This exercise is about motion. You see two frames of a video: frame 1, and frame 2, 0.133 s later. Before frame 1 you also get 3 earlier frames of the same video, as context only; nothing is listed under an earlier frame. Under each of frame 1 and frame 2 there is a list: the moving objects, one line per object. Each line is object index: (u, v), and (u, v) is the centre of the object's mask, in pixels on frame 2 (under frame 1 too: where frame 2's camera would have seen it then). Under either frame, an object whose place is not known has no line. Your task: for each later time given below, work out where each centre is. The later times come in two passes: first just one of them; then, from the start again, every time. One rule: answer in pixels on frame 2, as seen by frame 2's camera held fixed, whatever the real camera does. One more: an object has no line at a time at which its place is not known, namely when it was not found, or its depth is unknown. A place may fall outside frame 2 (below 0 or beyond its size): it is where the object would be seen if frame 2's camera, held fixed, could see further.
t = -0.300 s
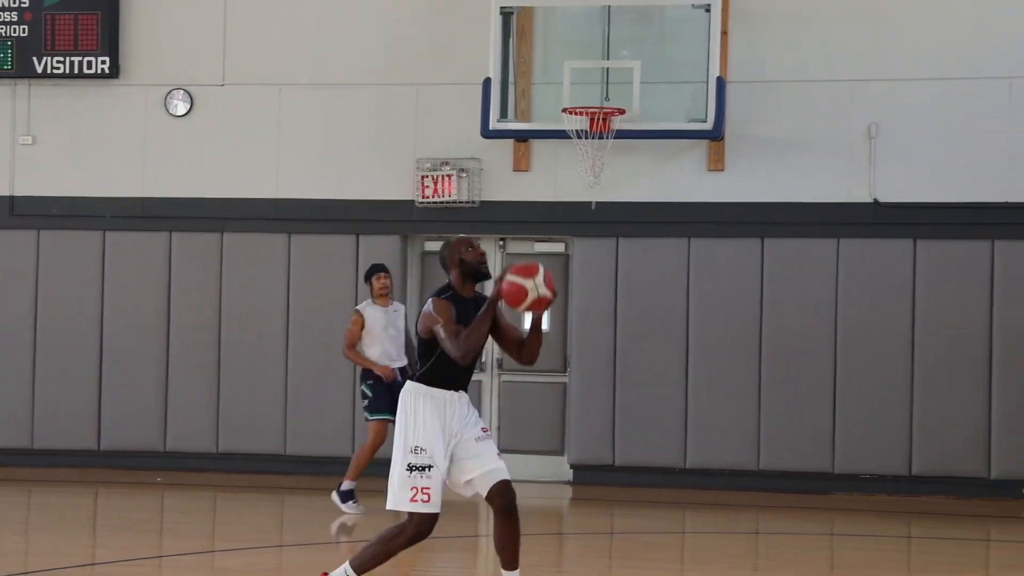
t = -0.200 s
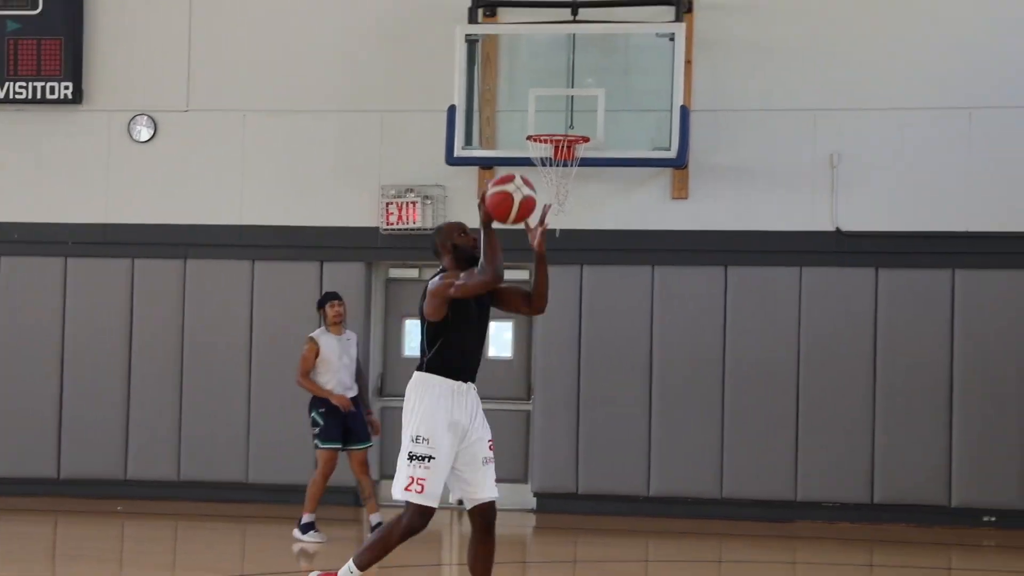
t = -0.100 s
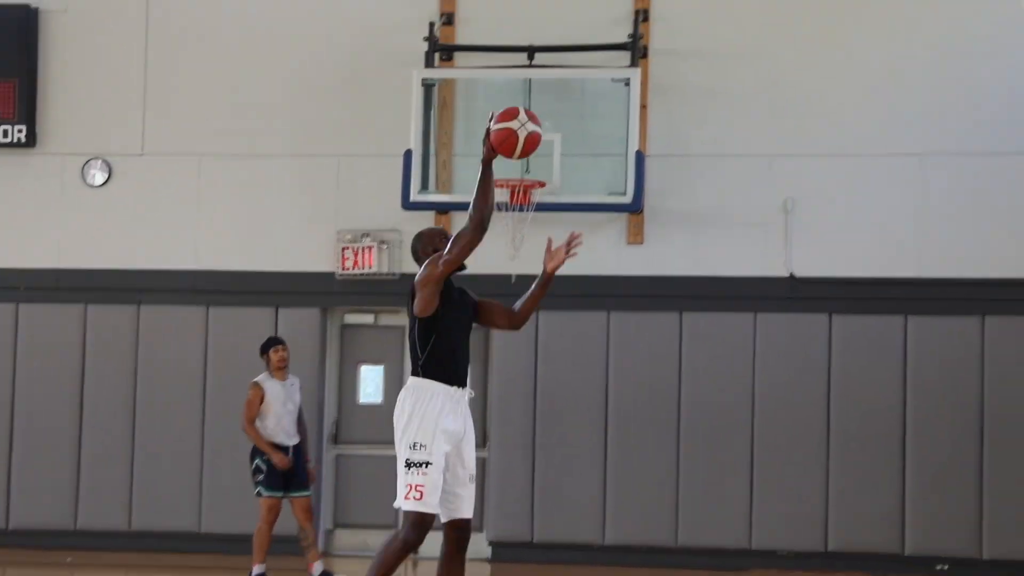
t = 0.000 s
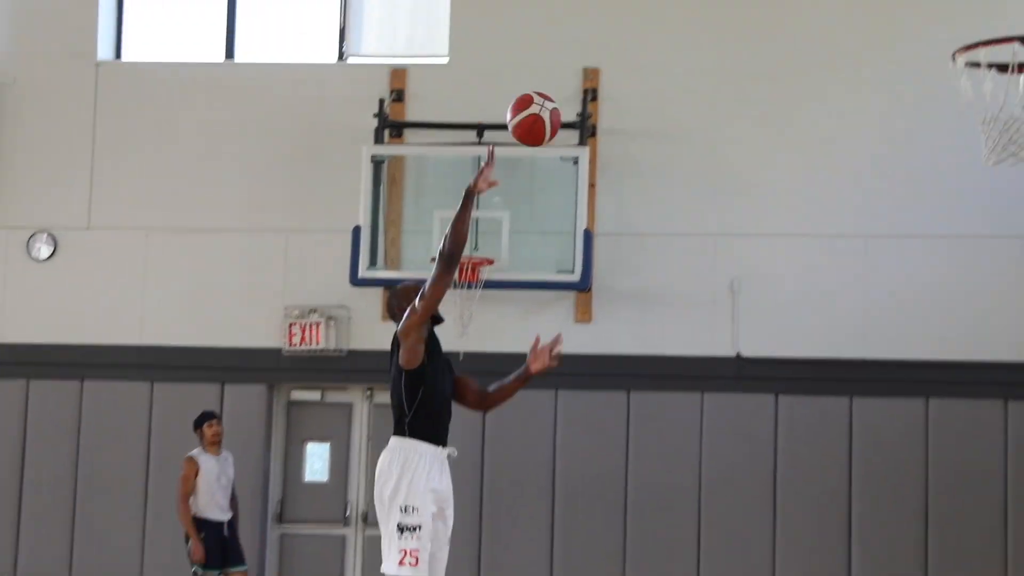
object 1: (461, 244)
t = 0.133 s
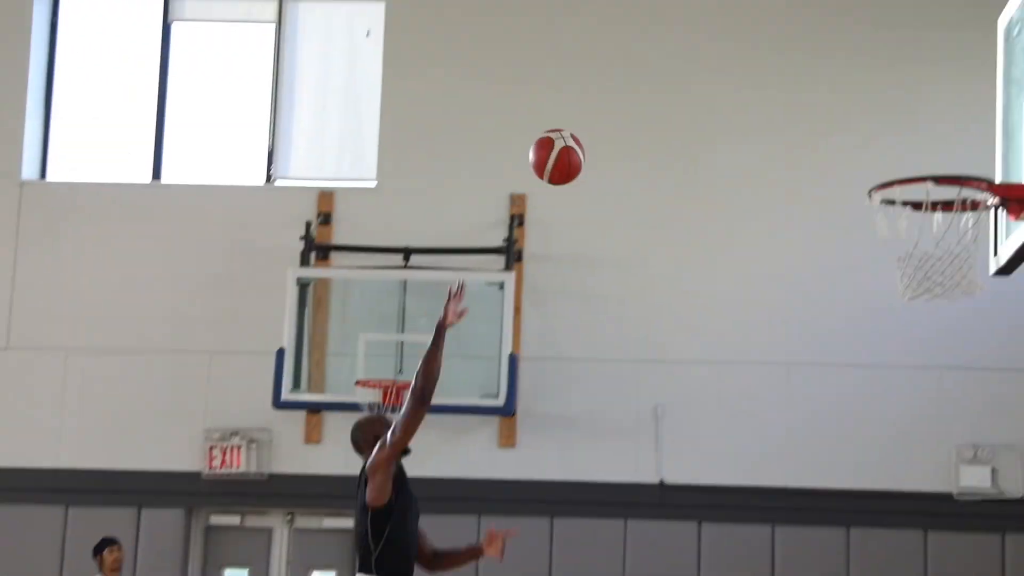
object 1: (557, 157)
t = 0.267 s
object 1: (658, 109)
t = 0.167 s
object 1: (582, 141)
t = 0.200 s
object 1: (607, 127)
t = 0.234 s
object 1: (632, 116)
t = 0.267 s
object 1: (658, 109)
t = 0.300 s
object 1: (684, 103)
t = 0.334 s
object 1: (711, 99)
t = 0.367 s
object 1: (738, 99)
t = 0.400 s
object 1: (766, 101)
